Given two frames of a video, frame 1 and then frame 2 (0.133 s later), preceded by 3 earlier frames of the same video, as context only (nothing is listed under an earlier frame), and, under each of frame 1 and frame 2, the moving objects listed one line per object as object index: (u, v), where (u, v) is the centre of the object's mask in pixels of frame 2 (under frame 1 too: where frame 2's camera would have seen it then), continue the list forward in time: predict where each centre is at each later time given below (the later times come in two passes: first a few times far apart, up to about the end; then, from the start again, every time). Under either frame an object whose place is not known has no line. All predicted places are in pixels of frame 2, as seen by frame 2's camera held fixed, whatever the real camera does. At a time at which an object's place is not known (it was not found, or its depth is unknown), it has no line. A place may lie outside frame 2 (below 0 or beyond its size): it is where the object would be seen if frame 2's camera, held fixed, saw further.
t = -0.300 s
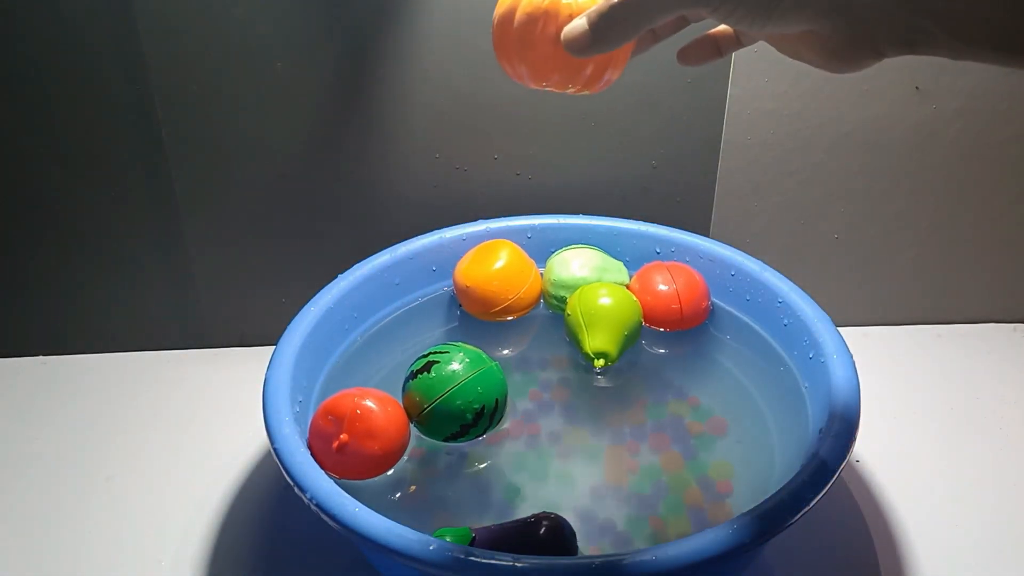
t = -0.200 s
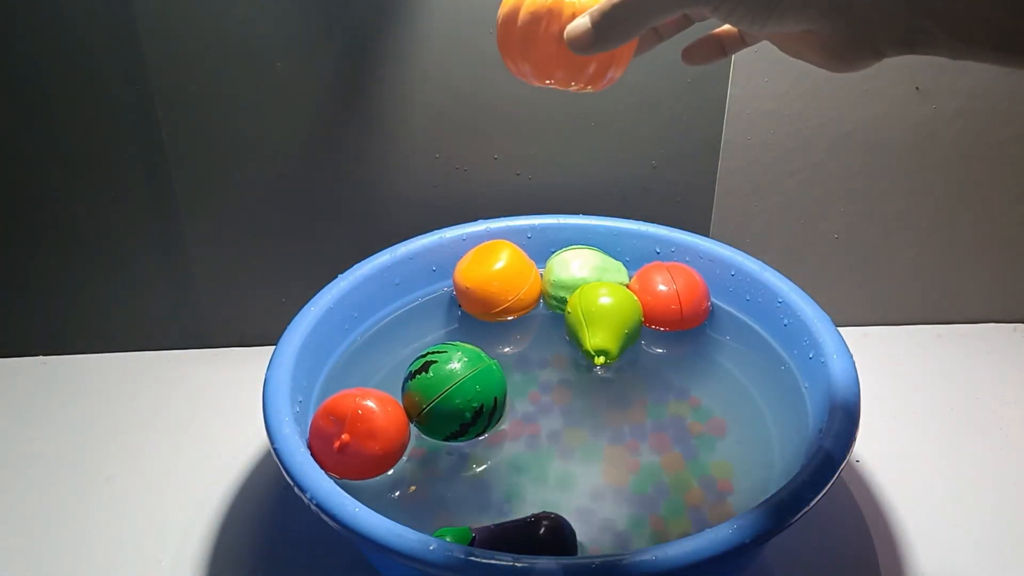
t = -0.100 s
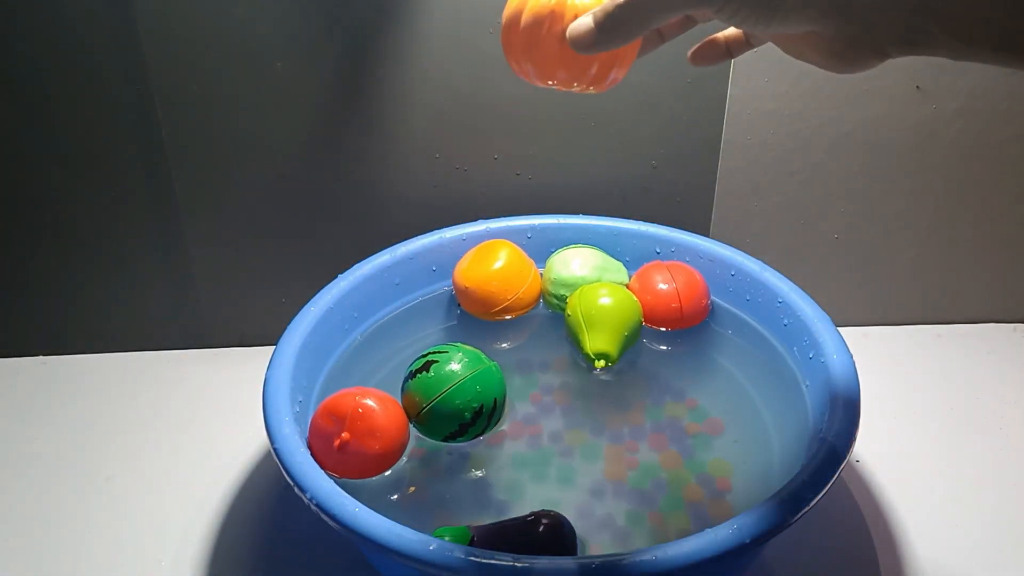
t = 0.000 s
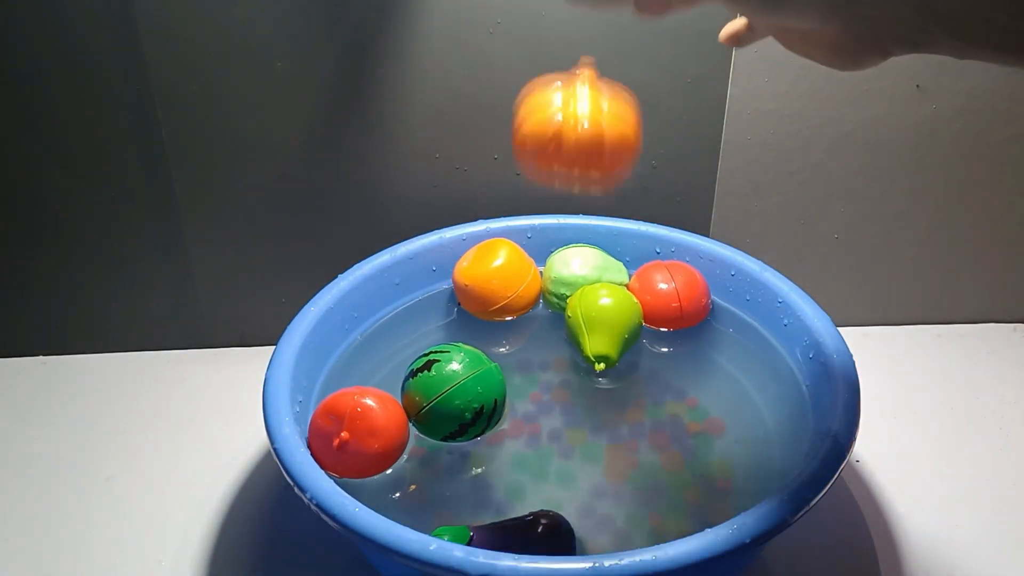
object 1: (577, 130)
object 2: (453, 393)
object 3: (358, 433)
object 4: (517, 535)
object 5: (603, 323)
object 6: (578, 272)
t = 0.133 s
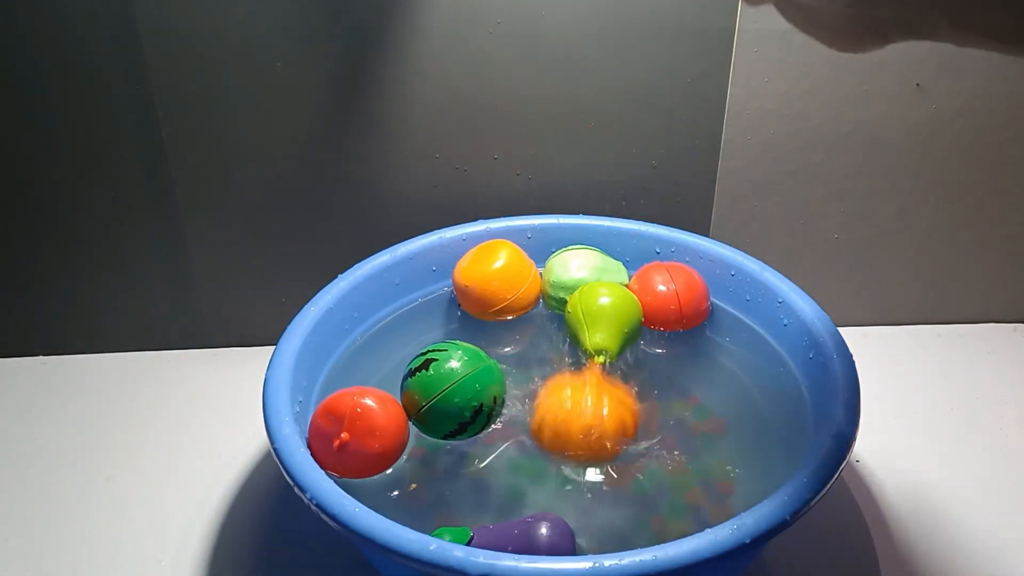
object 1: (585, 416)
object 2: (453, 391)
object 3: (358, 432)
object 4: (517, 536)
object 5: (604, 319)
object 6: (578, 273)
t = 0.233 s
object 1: (590, 444)
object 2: (451, 386)
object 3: (357, 431)
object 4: (517, 535)
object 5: (604, 318)
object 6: (577, 272)
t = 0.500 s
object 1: (575, 427)
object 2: (452, 381)
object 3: (360, 431)
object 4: (520, 537)
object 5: (602, 318)
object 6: (577, 274)
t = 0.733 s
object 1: (575, 425)
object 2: (444, 383)
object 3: (355, 422)
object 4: (511, 533)
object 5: (603, 328)
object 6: (582, 270)
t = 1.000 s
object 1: (568, 443)
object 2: (444, 364)
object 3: (362, 414)
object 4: (502, 533)
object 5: (595, 314)
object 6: (582, 262)
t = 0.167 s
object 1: (586, 433)
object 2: (452, 388)
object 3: (358, 432)
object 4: (517, 536)
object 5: (604, 318)
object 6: (577, 272)
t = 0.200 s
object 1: (590, 447)
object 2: (452, 386)
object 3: (357, 431)
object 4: (517, 535)
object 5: (604, 317)
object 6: (577, 272)
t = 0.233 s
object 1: (590, 444)
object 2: (451, 386)
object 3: (357, 431)
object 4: (517, 535)
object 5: (604, 318)
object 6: (577, 272)
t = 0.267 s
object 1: (587, 432)
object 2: (450, 386)
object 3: (357, 430)
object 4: (516, 534)
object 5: (604, 319)
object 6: (577, 271)
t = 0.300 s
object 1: (589, 419)
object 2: (450, 388)
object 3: (357, 430)
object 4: (516, 535)
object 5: (604, 320)
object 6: (578, 271)
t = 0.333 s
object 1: (588, 395)
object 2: (452, 390)
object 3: (356, 429)
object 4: (516, 535)
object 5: (604, 315)
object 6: (578, 271)
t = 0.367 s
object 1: (583, 380)
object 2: (452, 391)
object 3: (356, 428)
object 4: (516, 535)
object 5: (606, 311)
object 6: (578, 271)
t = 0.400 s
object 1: (581, 379)
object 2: (453, 390)
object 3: (357, 428)
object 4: (516, 536)
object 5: (606, 313)
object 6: (578, 272)
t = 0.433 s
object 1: (579, 391)
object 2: (454, 388)
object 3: (358, 429)
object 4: (517, 537)
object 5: (604, 318)
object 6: (578, 273)
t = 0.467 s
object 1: (577, 410)
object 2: (453, 385)
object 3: (359, 430)
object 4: (519, 537)
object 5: (603, 320)
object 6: (577, 274)
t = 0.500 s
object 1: (575, 427)
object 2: (452, 381)
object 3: (360, 431)
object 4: (520, 537)
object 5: (602, 318)
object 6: (577, 274)
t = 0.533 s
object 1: (575, 437)
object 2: (449, 378)
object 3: (359, 430)
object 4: (521, 536)
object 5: (602, 316)
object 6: (576, 273)
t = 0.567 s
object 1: (576, 443)
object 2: (446, 377)
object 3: (357, 429)
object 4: (519, 535)
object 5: (602, 314)
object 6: (576, 272)
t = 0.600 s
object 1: (576, 439)
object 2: (444, 377)
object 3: (356, 427)
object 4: (517, 533)
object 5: (603, 315)
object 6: (577, 271)
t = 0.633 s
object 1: (575, 430)
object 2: (443, 378)
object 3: (355, 425)
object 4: (513, 532)
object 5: (603, 319)
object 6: (579, 270)
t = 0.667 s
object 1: (575, 424)
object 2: (442, 380)
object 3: (354, 424)
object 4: (511, 532)
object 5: (603, 324)
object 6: (581, 269)
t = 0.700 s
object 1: (575, 423)
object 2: (443, 382)
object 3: (354, 422)
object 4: (510, 532)
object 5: (603, 327)
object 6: (582, 270)
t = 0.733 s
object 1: (575, 425)
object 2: (444, 383)
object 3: (355, 422)
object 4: (511, 533)
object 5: (603, 328)
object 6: (582, 270)
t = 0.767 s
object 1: (574, 428)
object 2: (445, 381)
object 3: (358, 422)
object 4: (513, 533)
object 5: (602, 326)
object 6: (581, 270)
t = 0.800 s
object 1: (573, 433)
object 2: (447, 375)
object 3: (361, 423)
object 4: (514, 532)
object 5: (601, 322)
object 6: (580, 270)
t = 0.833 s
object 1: (571, 438)
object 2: (448, 369)
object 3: (365, 423)
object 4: (514, 531)
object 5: (599, 317)
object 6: (580, 269)
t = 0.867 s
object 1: (570, 439)
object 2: (448, 363)
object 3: (367, 422)
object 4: (512, 532)
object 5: (597, 313)
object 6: (579, 269)
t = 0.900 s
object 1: (568, 438)
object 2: (447, 358)
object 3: (367, 420)
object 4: (510, 532)
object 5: (596, 310)
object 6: (579, 268)
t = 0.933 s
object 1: (568, 439)
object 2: (446, 357)
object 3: (366, 418)
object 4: (506, 533)
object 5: (595, 310)
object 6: (580, 266)
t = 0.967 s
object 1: (568, 441)
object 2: (445, 360)
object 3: (364, 416)
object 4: (504, 533)
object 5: (595, 312)
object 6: (581, 264)
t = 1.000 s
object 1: (568, 443)
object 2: (444, 364)
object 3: (362, 414)
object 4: (502, 533)
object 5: (595, 314)
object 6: (582, 262)
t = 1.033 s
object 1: (568, 443)
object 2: (442, 367)
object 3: (362, 412)
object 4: (503, 533)
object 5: (596, 317)
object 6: (583, 261)
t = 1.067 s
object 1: (568, 442)
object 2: (441, 367)
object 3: (362, 412)
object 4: (503, 533)
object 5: (596, 318)
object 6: (583, 261)
